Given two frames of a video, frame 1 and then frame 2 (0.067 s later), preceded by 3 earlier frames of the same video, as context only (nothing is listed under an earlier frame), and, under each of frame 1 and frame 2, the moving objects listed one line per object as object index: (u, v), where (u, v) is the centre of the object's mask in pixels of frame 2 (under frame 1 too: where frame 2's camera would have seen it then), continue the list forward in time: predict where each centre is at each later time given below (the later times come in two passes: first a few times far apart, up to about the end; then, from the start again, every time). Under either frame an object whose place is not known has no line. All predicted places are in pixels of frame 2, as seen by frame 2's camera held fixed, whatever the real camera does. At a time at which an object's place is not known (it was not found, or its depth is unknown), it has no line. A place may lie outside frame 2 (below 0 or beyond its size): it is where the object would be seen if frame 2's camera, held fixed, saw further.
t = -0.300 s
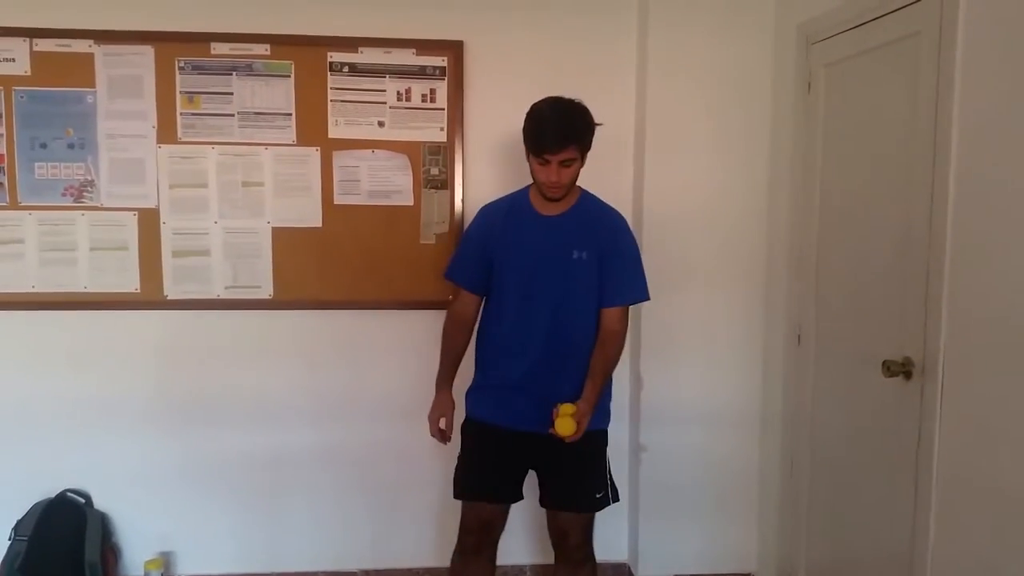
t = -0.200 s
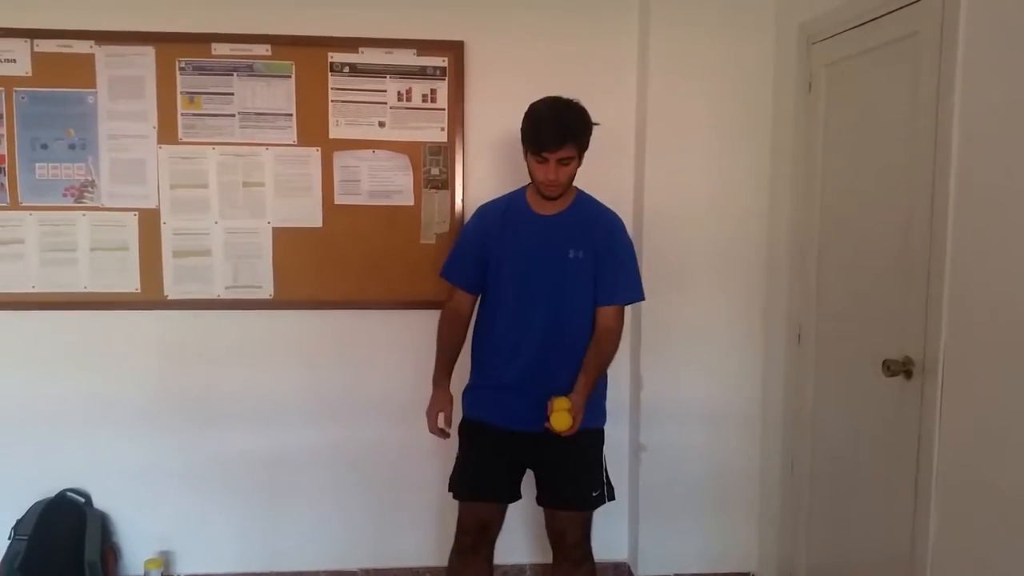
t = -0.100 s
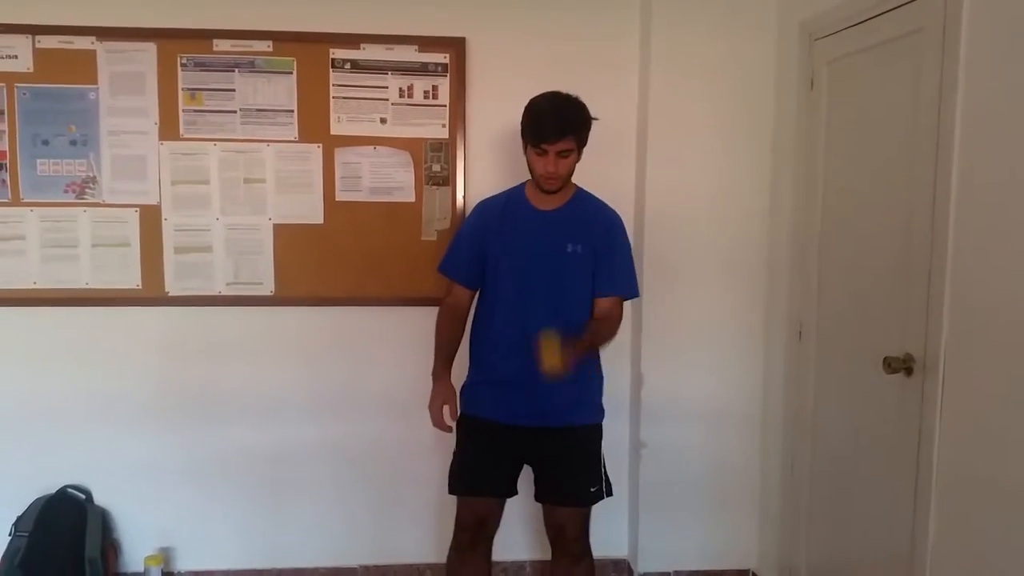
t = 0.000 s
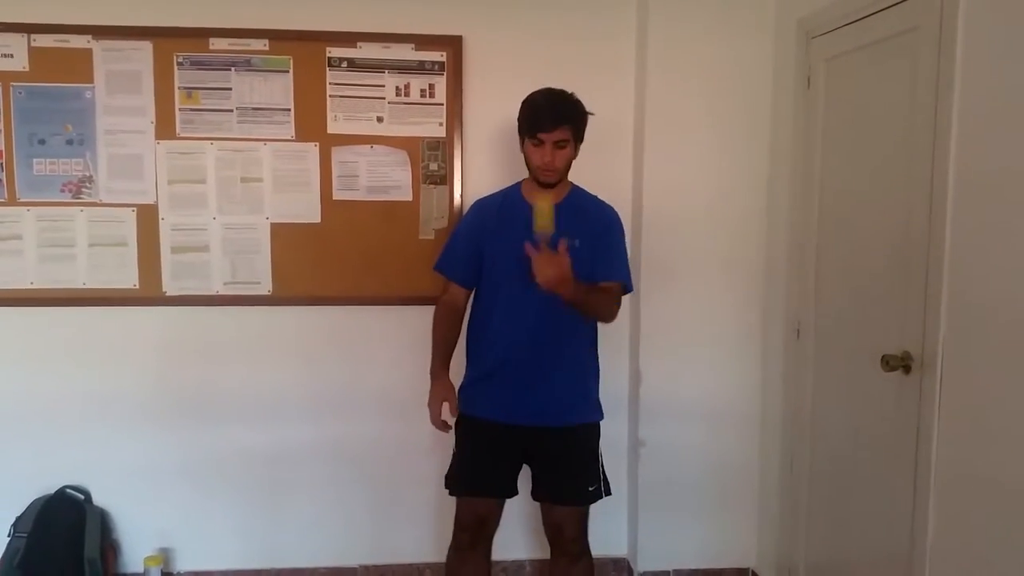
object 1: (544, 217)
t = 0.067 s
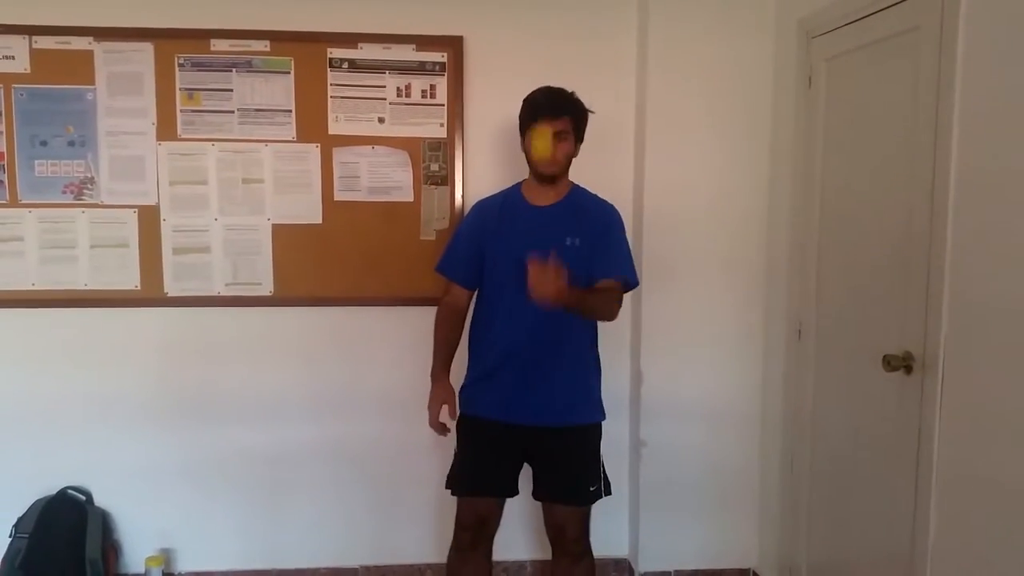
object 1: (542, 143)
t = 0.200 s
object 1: (536, 43)
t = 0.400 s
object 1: (526, 30)
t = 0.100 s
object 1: (540, 110)
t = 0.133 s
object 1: (538, 87)
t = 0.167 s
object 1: (538, 62)
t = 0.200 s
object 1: (536, 43)
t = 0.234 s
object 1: (535, 30)
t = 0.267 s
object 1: (533, 21)
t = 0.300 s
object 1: (530, 16)
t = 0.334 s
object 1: (529, 17)
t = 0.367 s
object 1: (527, 21)
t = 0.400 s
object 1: (526, 30)
